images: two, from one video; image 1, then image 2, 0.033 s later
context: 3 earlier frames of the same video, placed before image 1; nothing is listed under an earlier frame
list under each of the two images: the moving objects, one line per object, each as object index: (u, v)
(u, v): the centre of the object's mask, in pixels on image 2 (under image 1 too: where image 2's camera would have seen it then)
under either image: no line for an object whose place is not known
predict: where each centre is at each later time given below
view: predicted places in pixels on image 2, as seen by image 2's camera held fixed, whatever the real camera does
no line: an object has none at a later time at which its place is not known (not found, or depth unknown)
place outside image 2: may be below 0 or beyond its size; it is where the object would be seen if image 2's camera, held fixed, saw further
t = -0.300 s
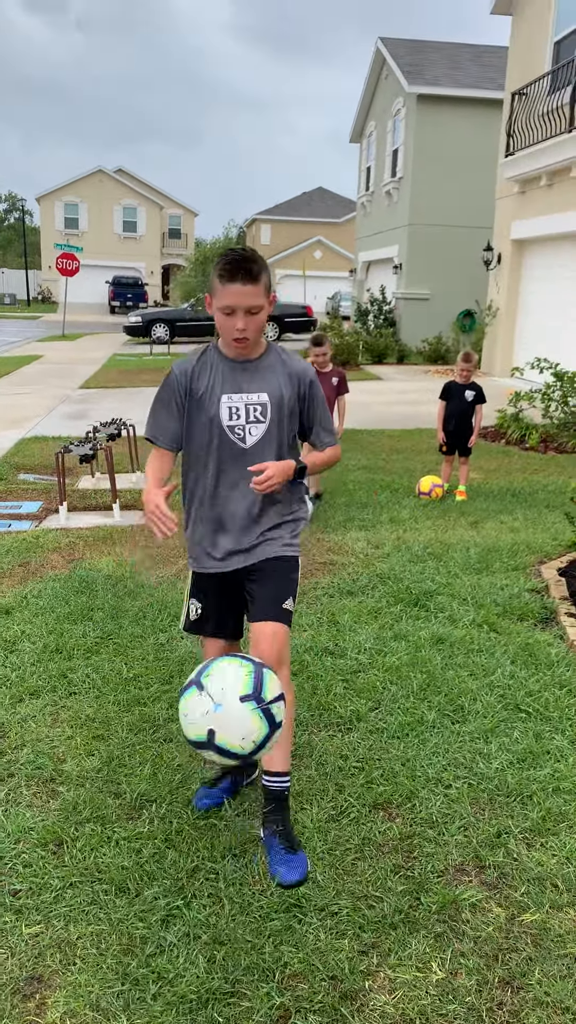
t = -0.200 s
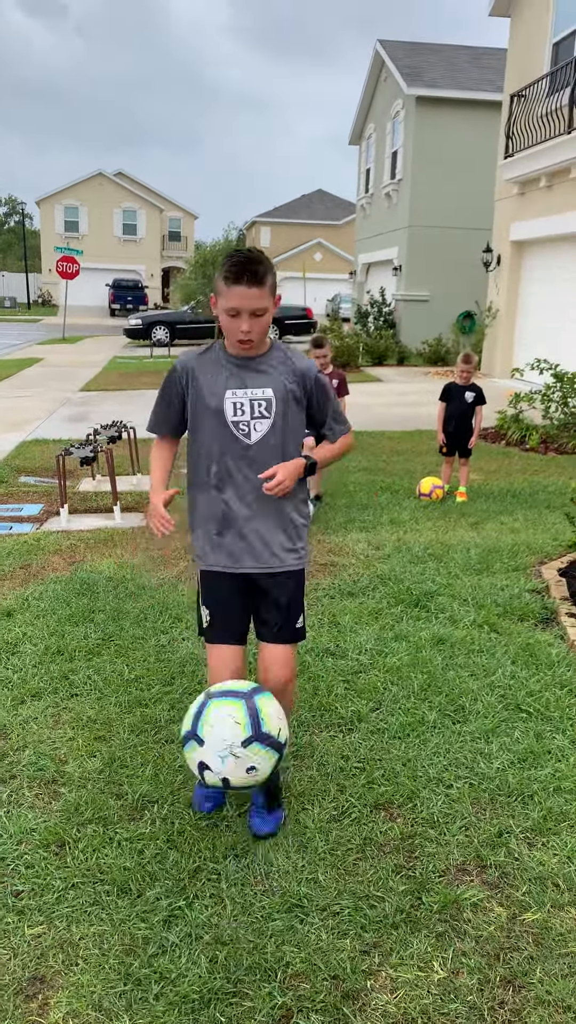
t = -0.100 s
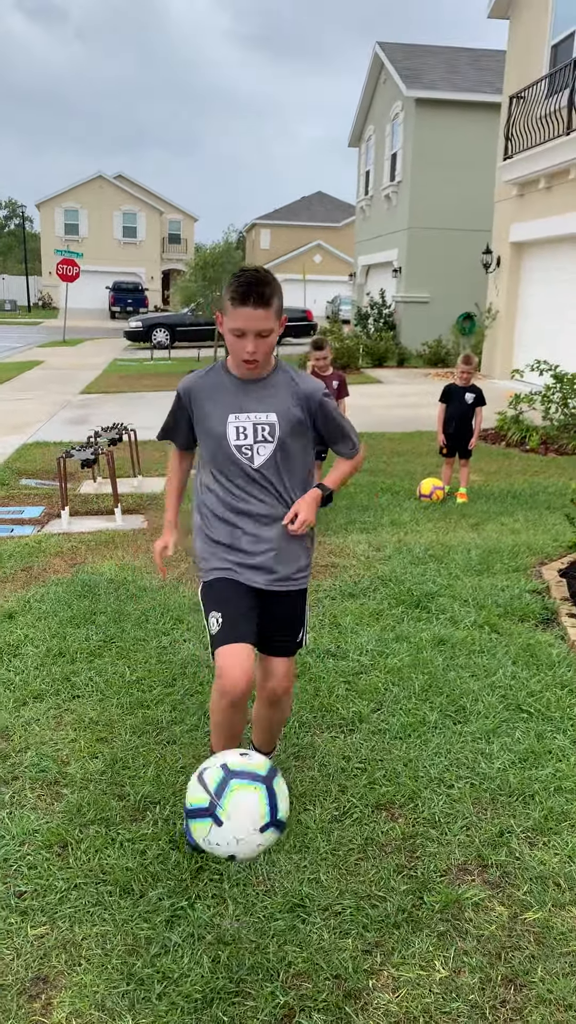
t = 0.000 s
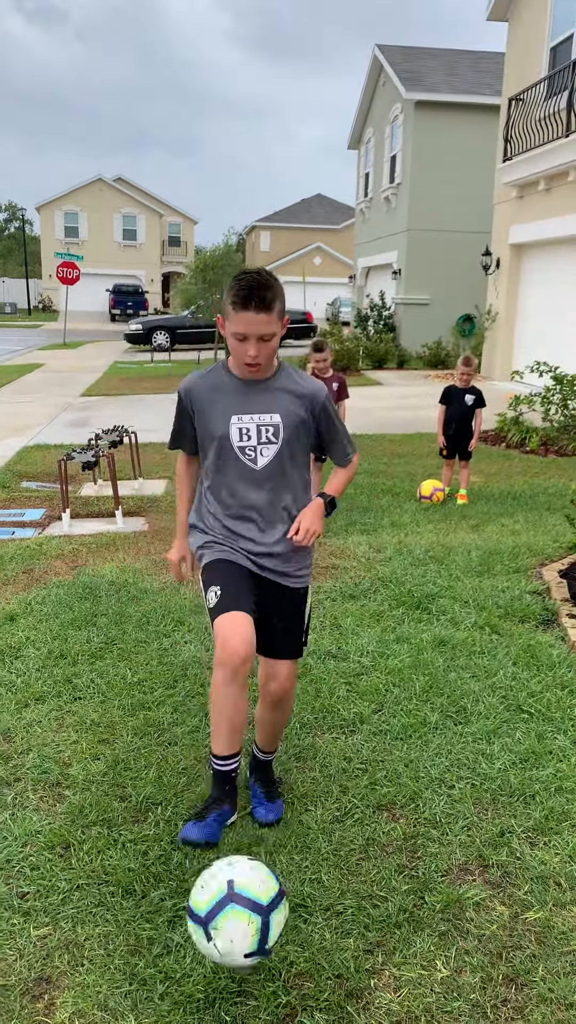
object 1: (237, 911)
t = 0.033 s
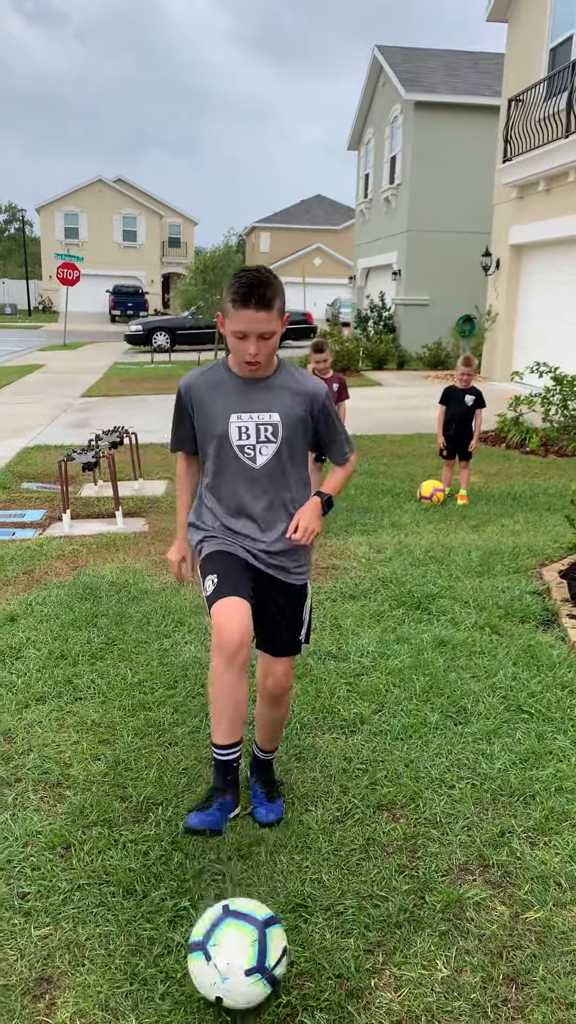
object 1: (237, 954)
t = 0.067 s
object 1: (234, 938)
